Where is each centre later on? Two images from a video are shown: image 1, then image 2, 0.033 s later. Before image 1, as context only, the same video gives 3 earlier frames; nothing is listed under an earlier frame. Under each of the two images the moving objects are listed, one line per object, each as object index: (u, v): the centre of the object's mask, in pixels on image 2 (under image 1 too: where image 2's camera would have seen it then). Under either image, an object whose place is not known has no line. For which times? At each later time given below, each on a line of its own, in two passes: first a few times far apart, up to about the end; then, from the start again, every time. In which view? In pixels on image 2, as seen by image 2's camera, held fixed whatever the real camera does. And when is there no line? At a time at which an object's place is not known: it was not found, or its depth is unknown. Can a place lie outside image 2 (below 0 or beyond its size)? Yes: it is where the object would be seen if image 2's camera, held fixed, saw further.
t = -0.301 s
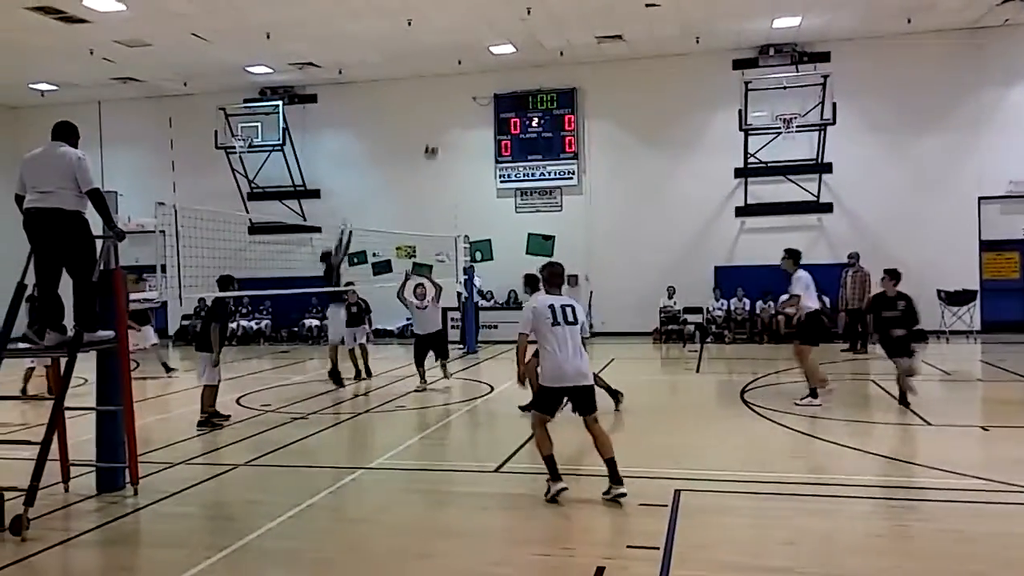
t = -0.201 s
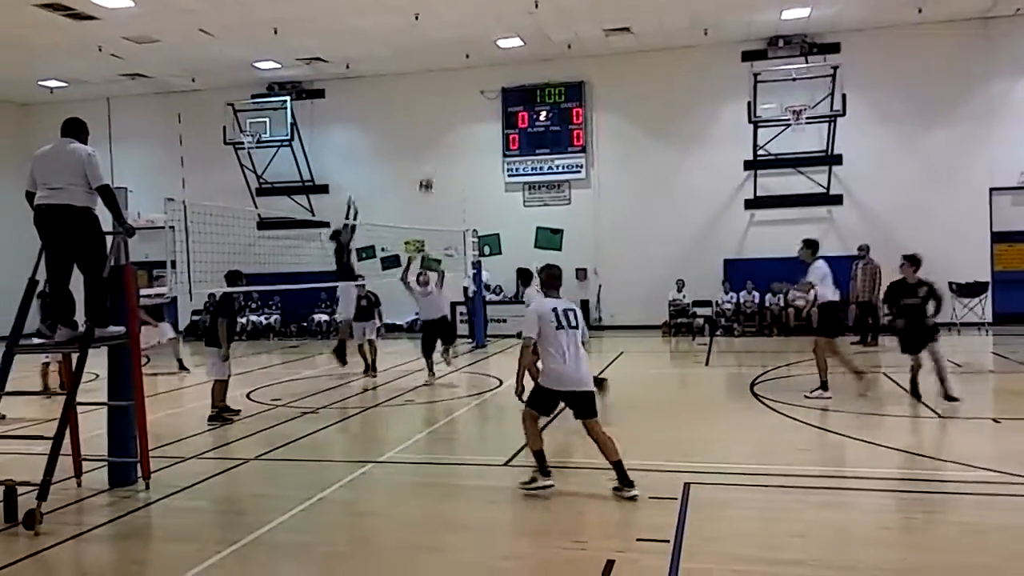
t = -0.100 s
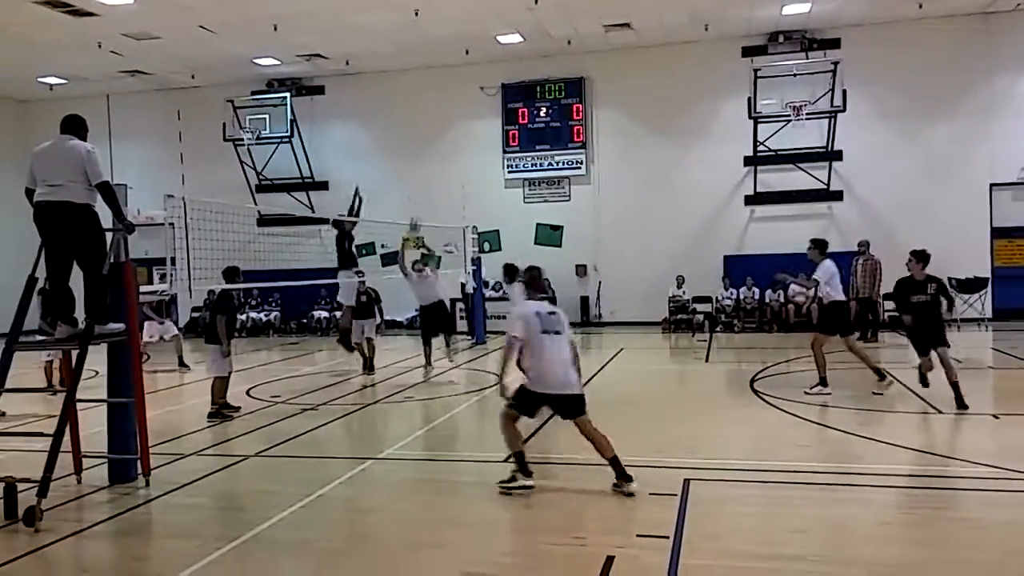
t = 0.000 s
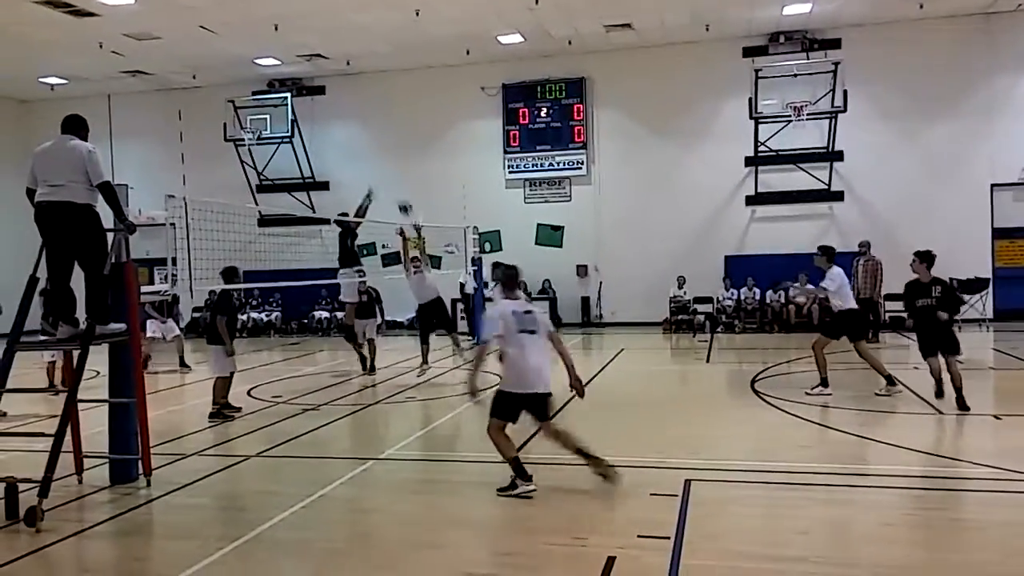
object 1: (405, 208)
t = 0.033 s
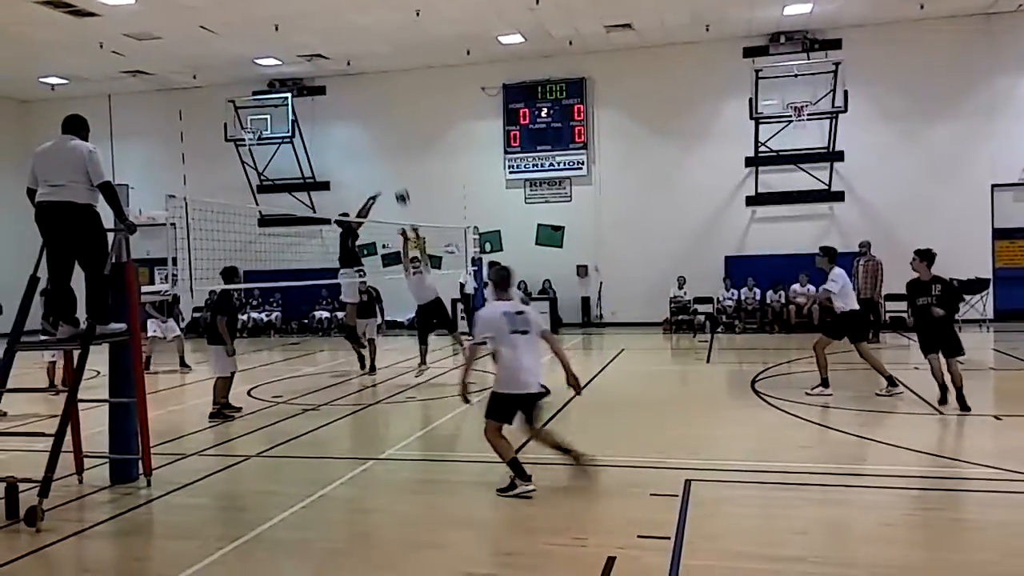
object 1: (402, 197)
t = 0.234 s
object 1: (384, 146)
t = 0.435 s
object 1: (367, 123)
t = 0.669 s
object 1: (348, 131)
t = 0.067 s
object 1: (399, 187)
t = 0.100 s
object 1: (396, 178)
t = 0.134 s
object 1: (393, 170)
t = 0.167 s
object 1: (391, 161)
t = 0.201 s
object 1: (387, 153)
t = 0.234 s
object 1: (384, 146)
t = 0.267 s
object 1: (381, 141)
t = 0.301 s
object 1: (378, 136)
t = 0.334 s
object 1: (375, 132)
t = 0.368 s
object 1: (373, 128)
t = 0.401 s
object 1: (370, 126)
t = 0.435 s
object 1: (367, 123)
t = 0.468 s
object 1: (364, 122)
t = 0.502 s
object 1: (361, 121)
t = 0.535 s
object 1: (359, 122)
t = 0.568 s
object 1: (356, 123)
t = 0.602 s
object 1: (354, 124)
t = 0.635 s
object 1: (351, 127)
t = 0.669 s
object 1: (348, 131)
